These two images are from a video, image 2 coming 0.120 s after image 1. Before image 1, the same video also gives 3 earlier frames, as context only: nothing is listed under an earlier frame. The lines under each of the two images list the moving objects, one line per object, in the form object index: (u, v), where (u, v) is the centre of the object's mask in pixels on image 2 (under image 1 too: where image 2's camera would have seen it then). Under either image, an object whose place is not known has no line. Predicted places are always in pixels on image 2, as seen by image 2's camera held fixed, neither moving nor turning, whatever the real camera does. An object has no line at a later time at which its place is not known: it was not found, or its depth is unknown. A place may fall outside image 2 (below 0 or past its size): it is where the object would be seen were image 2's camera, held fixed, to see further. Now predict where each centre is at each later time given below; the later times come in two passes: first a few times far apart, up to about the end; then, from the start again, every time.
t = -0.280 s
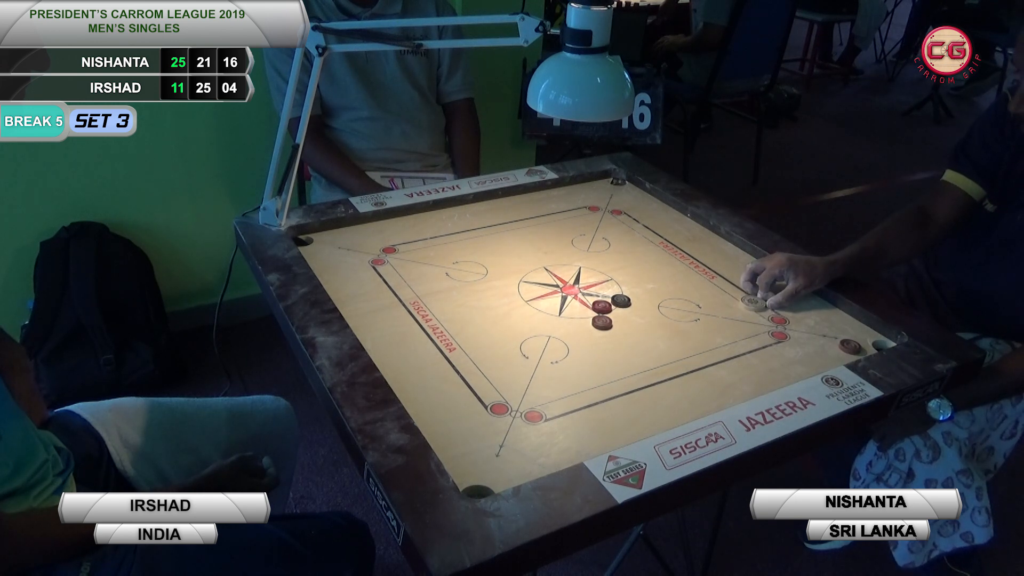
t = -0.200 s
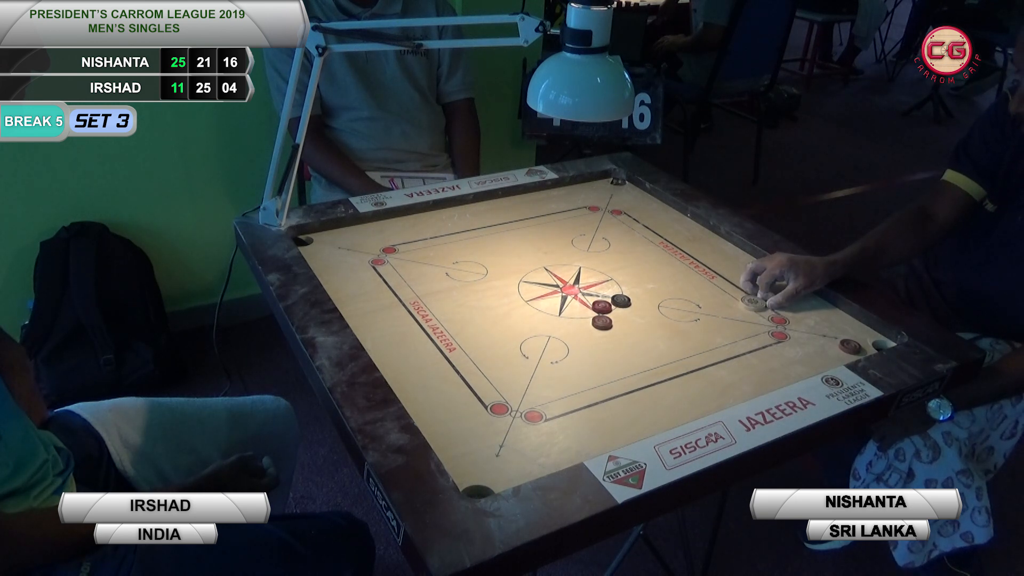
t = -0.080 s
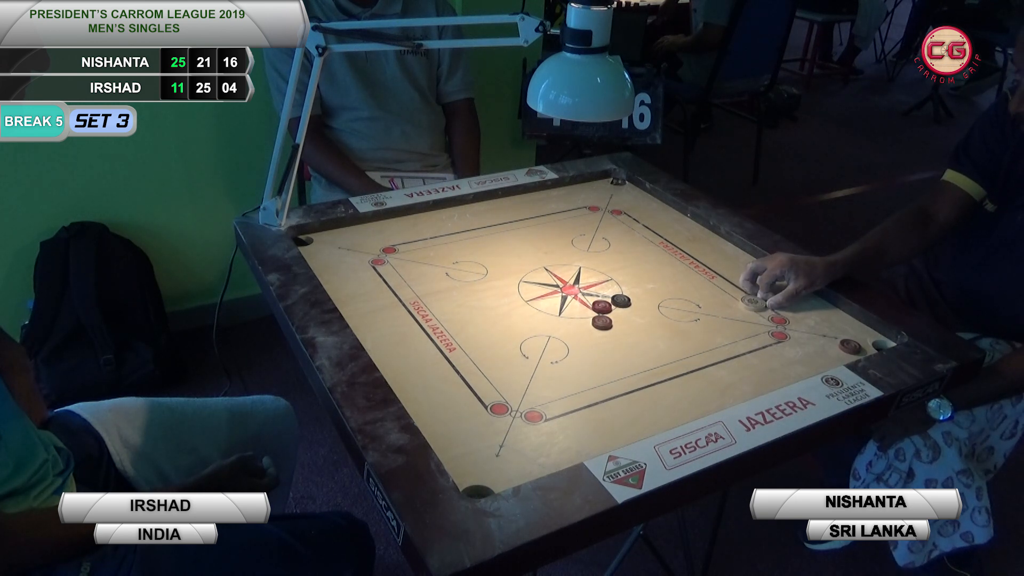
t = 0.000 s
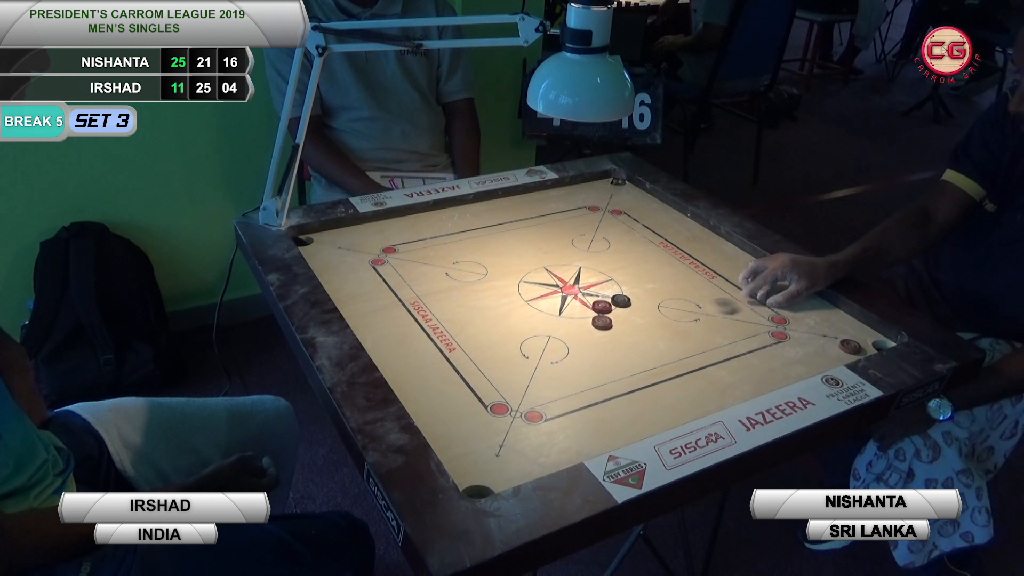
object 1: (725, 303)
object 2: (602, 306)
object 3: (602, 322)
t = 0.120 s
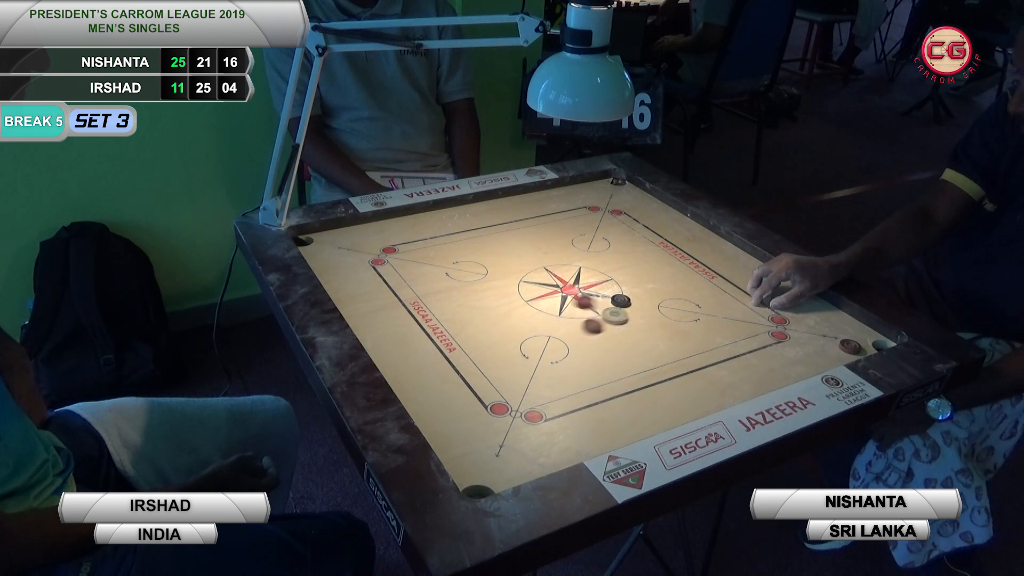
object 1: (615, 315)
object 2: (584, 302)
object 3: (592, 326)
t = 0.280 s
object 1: (570, 318)
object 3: (462, 377)
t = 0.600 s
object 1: (541, 321)
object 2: (308, 251)
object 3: (559, 354)
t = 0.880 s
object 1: (540, 321)
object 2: (361, 272)
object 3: (657, 326)
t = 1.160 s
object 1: (539, 322)
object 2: (377, 277)
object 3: (696, 314)
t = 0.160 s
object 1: (602, 318)
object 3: (561, 338)
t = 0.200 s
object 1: (592, 320)
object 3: (529, 351)
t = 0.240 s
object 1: (583, 318)
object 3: (496, 364)
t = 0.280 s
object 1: (570, 318)
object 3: (462, 377)
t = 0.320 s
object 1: (565, 316)
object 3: (428, 391)
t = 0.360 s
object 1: (559, 317)
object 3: (413, 398)
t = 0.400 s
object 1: (554, 319)
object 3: (442, 389)
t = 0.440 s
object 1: (551, 319)
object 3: (469, 381)
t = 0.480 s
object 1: (545, 321)
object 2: (332, 237)
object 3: (495, 373)
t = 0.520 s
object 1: (541, 322)
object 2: (318, 236)
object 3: (518, 367)
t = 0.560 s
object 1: (542, 320)
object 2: (312, 243)
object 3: (540, 361)
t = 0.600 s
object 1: (541, 321)
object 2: (308, 251)
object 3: (559, 354)
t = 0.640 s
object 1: (541, 321)
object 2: (313, 256)
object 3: (577, 349)
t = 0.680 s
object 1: (540, 321)
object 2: (322, 260)
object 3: (594, 344)
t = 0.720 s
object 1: (540, 321)
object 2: (332, 263)
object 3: (609, 340)
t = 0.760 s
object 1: (540, 321)
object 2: (340, 266)
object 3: (623, 336)
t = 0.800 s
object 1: (540, 321)
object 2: (348, 268)
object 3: (635, 332)
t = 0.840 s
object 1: (540, 321)
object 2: (355, 270)
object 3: (647, 329)
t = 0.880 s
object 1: (540, 321)
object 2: (361, 272)
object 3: (657, 326)
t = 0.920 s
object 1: (540, 321)
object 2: (366, 273)
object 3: (666, 323)
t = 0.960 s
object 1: (540, 321)
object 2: (370, 275)
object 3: (673, 321)
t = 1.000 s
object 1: (541, 321)
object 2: (373, 276)
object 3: (680, 319)
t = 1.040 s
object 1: (541, 321)
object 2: (375, 276)
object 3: (685, 317)
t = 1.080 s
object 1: (541, 321)
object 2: (377, 277)
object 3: (690, 316)
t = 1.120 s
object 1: (542, 321)
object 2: (377, 277)
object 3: (693, 315)
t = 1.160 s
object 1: (539, 322)
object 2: (377, 277)
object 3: (696, 314)
